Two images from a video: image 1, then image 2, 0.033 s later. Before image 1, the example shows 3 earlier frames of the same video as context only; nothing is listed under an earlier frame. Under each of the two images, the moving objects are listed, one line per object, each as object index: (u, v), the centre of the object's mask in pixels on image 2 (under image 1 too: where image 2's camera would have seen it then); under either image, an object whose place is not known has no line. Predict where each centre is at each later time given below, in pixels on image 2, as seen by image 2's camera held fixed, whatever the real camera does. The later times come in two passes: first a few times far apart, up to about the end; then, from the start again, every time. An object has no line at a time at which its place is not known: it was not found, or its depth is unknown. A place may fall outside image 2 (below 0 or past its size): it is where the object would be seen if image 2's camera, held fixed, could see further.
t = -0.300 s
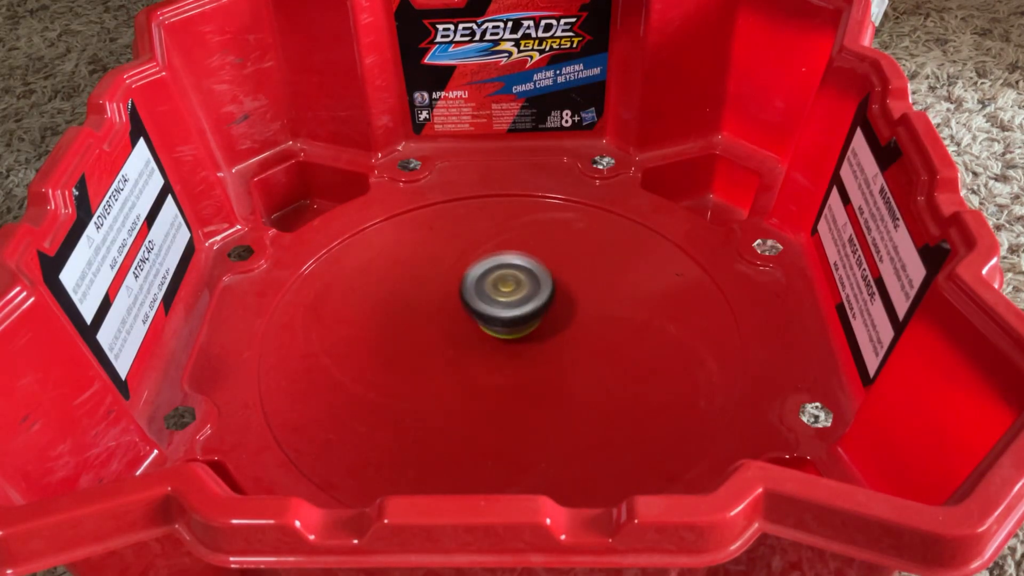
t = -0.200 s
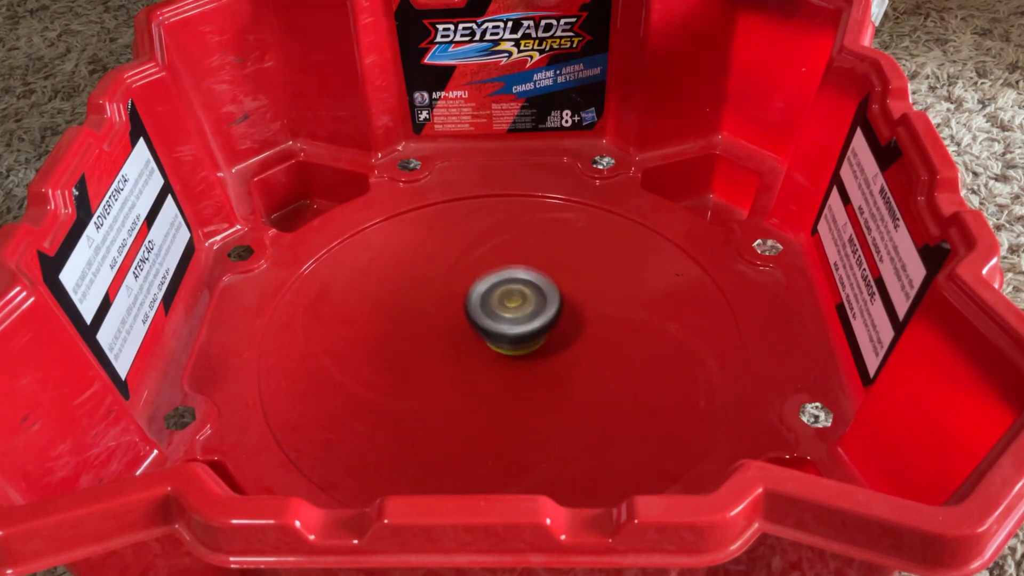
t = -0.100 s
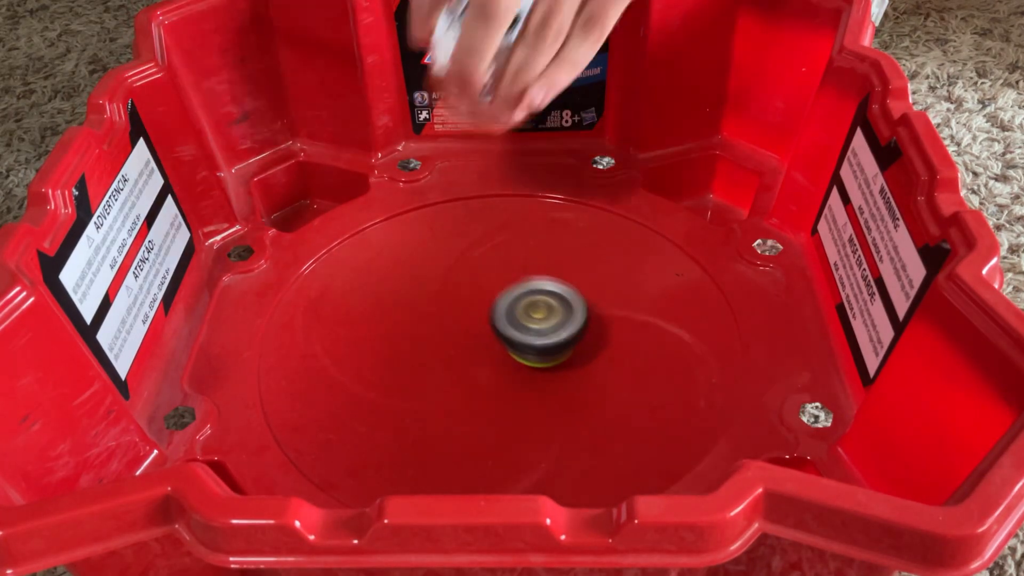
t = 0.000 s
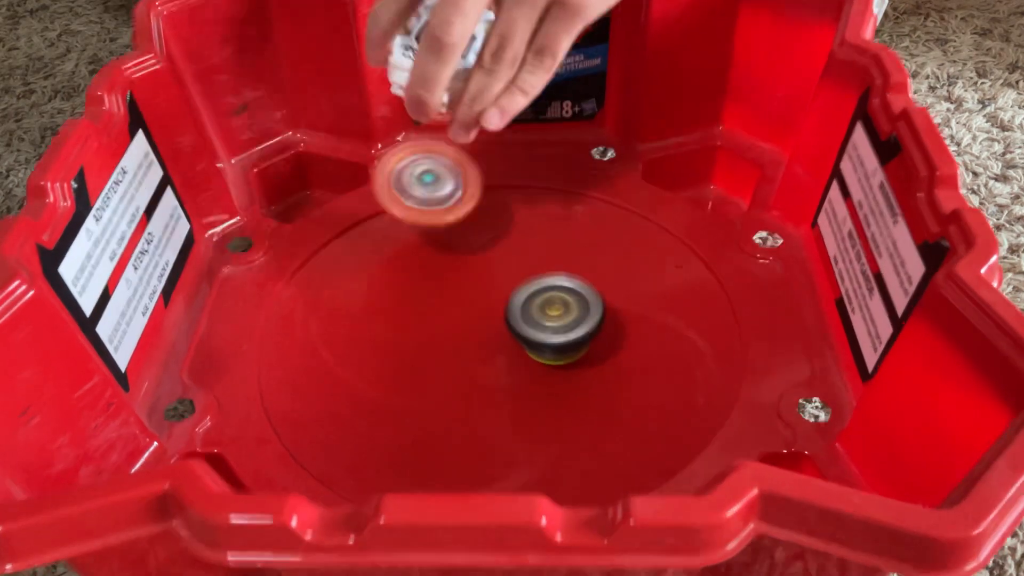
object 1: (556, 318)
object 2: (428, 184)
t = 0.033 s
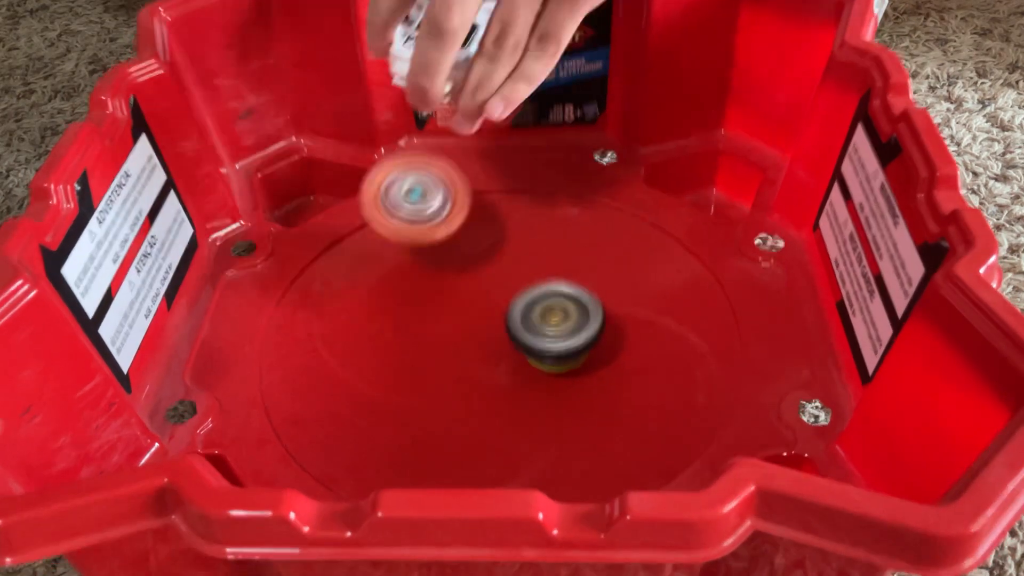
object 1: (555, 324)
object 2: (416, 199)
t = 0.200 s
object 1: (545, 317)
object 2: (431, 306)
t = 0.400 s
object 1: (650, 291)
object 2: (489, 349)
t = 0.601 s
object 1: (649, 234)
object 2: (604, 341)
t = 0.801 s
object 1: (567, 237)
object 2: (630, 293)
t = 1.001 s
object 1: (423, 217)
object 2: (691, 309)
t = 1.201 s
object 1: (356, 283)
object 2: (645, 299)
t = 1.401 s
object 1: (377, 364)
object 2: (539, 338)
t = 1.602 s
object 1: (326, 400)
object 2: (613, 382)
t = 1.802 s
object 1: (401, 417)
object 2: (674, 312)
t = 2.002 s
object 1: (469, 367)
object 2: (514, 272)
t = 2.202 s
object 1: (478, 341)
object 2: (367, 265)
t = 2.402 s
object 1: (464, 291)
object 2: (305, 343)
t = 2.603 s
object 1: (463, 259)
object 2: (447, 414)
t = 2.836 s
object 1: (468, 245)
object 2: (594, 302)
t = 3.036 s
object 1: (449, 248)
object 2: (577, 218)
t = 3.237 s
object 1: (460, 272)
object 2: (511, 182)
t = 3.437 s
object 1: (486, 361)
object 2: (438, 241)
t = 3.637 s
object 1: (558, 399)
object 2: (509, 312)
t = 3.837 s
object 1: (590, 403)
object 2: (609, 279)
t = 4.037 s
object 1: (555, 380)
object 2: (587, 225)
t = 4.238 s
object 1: (514, 356)
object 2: (491, 268)
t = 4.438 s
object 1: (404, 378)
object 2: (498, 265)
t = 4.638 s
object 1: (369, 336)
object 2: (478, 258)
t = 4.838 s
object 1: (378, 292)
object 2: (510, 299)
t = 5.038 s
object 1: (444, 266)
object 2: (592, 284)
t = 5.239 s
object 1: (481, 226)
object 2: (599, 264)
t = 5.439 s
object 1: (508, 212)
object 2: (632, 295)
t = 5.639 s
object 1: (568, 241)
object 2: (648, 311)
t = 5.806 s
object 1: (602, 263)
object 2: (611, 349)
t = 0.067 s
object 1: (552, 325)
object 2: (403, 232)
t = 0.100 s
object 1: (552, 323)
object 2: (403, 253)
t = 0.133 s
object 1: (548, 321)
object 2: (407, 273)
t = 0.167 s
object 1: (545, 319)
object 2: (417, 291)
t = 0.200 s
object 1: (545, 317)
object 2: (431, 306)
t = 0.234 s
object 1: (573, 315)
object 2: (425, 316)
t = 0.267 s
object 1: (599, 312)
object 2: (425, 325)
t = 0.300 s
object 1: (619, 308)
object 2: (432, 334)
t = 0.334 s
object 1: (634, 302)
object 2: (444, 341)
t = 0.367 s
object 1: (643, 297)
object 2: (464, 346)
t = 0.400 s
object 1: (650, 291)
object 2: (489, 349)
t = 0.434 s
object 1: (654, 285)
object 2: (517, 348)
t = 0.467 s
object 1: (652, 280)
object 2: (548, 344)
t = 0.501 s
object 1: (647, 275)
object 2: (577, 336)
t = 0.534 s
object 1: (650, 259)
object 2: (588, 336)
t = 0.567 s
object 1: (653, 245)
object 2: (596, 341)
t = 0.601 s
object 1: (649, 234)
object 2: (604, 341)
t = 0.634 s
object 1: (642, 228)
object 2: (610, 336)
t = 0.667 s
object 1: (632, 225)
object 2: (615, 330)
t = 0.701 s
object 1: (618, 224)
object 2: (619, 322)
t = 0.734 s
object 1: (603, 226)
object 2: (623, 313)
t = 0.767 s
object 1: (586, 230)
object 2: (626, 302)
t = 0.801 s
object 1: (567, 237)
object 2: (630, 293)
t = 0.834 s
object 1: (540, 225)
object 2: (646, 301)
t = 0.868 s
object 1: (512, 214)
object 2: (658, 306)
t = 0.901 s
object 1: (486, 208)
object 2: (667, 309)
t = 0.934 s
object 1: (462, 206)
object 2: (675, 309)
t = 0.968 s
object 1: (441, 210)
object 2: (682, 309)
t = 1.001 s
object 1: (423, 217)
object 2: (691, 309)
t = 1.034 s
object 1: (407, 225)
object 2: (693, 307)
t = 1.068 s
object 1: (393, 235)
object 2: (685, 306)
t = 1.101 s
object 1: (381, 246)
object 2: (675, 302)
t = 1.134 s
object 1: (371, 258)
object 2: (666, 300)
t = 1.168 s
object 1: (362, 271)
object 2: (657, 299)
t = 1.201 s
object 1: (356, 283)
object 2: (645, 299)
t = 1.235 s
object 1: (352, 297)
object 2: (629, 300)
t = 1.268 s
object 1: (350, 311)
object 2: (611, 304)
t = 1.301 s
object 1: (352, 325)
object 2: (592, 310)
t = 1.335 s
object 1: (358, 339)
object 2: (573, 318)
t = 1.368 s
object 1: (366, 352)
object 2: (555, 327)
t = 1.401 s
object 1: (377, 364)
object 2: (539, 338)
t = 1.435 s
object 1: (390, 373)
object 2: (523, 350)
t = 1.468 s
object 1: (392, 382)
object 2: (520, 361)
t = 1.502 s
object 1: (364, 387)
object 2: (545, 370)
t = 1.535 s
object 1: (344, 391)
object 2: (568, 378)
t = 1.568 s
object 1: (331, 396)
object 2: (590, 382)
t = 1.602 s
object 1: (326, 400)
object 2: (613, 382)
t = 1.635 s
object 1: (329, 405)
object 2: (636, 379)
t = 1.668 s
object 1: (337, 411)
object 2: (656, 371)
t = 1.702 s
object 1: (350, 415)
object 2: (670, 359)
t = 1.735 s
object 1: (366, 418)
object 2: (680, 345)
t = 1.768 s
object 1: (384, 419)
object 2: (682, 327)
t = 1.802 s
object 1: (401, 417)
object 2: (674, 312)
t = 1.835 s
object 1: (417, 412)
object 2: (658, 297)
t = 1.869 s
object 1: (432, 406)
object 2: (637, 286)
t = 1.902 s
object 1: (445, 397)
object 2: (607, 277)
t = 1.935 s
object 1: (455, 388)
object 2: (578, 272)
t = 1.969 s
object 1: (463, 377)
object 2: (546, 270)
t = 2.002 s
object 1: (469, 367)
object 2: (514, 272)
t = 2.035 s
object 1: (474, 357)
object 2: (482, 274)
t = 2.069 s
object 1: (475, 357)
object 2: (455, 269)
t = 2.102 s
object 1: (475, 357)
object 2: (430, 263)
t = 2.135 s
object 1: (476, 353)
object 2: (406, 260)
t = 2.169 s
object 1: (477, 348)
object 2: (386, 262)
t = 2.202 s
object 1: (478, 341)
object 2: (367, 265)
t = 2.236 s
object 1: (477, 332)
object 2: (350, 273)
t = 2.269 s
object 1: (473, 323)
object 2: (334, 283)
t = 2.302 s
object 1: (469, 314)
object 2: (320, 296)
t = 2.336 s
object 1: (467, 305)
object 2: (308, 310)
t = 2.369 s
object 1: (465, 298)
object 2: (304, 326)
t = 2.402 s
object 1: (464, 291)
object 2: (305, 343)
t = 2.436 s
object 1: (464, 285)
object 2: (311, 361)
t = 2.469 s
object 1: (463, 279)
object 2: (325, 379)
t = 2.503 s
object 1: (463, 273)
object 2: (346, 394)
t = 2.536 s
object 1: (463, 268)
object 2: (376, 406)
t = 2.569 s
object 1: (463, 263)
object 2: (411, 414)
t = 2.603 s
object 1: (463, 259)
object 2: (447, 414)
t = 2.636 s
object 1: (463, 255)
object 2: (484, 408)
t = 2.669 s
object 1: (463, 252)
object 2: (518, 397)
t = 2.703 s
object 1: (463, 249)
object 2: (546, 382)
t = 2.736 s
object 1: (464, 248)
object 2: (568, 363)
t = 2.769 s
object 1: (465, 246)
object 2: (583, 343)
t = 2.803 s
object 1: (467, 245)
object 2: (591, 323)
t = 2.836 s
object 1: (468, 245)
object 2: (594, 302)
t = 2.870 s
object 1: (470, 246)
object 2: (591, 282)
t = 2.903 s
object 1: (472, 246)
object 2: (584, 265)
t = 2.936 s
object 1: (474, 248)
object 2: (574, 248)
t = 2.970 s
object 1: (464, 247)
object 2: (577, 237)
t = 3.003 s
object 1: (456, 248)
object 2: (579, 227)
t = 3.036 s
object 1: (449, 248)
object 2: (577, 218)
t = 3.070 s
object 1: (444, 249)
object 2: (572, 208)
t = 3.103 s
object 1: (444, 253)
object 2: (563, 200)
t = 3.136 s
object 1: (446, 258)
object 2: (552, 193)
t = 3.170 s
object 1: (449, 262)
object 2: (538, 186)
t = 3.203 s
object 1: (454, 267)
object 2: (526, 181)
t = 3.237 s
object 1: (460, 272)
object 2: (511, 182)
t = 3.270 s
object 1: (466, 279)
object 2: (493, 191)
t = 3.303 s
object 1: (472, 289)
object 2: (475, 202)
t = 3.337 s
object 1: (474, 311)
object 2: (461, 207)
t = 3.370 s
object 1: (478, 326)
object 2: (449, 215)
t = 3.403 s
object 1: (481, 346)
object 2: (441, 226)
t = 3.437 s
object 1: (486, 361)
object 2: (438, 241)
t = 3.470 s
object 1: (493, 373)
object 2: (441, 258)
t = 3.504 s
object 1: (502, 381)
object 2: (448, 276)
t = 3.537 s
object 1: (515, 388)
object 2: (460, 292)
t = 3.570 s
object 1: (530, 392)
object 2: (476, 306)
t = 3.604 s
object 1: (543, 393)
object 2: (492, 312)
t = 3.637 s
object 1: (558, 399)
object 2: (509, 312)
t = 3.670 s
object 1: (573, 404)
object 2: (529, 313)
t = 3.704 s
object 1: (583, 406)
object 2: (551, 312)
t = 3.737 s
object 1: (588, 406)
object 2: (571, 307)
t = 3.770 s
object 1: (591, 406)
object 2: (586, 299)
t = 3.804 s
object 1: (591, 406)
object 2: (599, 290)
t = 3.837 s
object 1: (590, 403)
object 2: (609, 279)
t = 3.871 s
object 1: (586, 401)
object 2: (617, 268)
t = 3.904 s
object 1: (581, 398)
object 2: (618, 258)
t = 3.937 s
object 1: (575, 394)
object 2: (616, 248)
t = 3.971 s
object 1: (569, 389)
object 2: (610, 240)
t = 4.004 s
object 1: (563, 385)
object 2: (600, 231)
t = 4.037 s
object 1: (555, 380)
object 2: (587, 225)
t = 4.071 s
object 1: (549, 373)
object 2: (571, 223)
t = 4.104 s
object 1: (543, 368)
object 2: (553, 225)
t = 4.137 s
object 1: (536, 364)
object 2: (535, 232)
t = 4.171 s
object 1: (528, 361)
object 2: (519, 241)
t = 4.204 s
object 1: (521, 358)
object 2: (503, 255)
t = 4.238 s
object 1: (514, 356)
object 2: (491, 268)
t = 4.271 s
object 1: (505, 360)
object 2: (484, 278)
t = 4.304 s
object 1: (481, 369)
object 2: (485, 276)
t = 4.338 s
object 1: (456, 378)
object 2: (487, 278)
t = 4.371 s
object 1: (435, 381)
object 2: (493, 274)
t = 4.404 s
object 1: (418, 382)
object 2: (496, 270)
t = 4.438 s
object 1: (404, 378)
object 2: (498, 265)
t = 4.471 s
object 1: (394, 373)
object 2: (498, 261)
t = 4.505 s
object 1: (386, 367)
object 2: (496, 257)
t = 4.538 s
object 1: (379, 360)
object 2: (492, 254)
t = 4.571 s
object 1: (374, 353)
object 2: (488, 254)
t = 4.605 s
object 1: (371, 345)
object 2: (483, 255)
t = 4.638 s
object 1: (369, 336)
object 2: (478, 258)
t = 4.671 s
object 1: (367, 329)
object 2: (477, 265)
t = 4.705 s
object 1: (366, 321)
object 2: (476, 272)
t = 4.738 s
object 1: (366, 313)
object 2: (480, 280)
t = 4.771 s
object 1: (368, 305)
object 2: (486, 288)
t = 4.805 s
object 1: (372, 298)
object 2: (496, 295)
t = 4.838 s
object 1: (378, 292)
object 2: (510, 299)
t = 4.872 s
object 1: (386, 286)
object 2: (529, 302)
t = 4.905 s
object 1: (396, 281)
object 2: (546, 303)
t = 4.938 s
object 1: (407, 277)
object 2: (561, 302)
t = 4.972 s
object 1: (419, 273)
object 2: (574, 299)
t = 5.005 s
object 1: (432, 269)
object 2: (585, 292)
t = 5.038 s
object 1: (444, 266)
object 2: (592, 284)
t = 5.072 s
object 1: (456, 263)
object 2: (596, 276)
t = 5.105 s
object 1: (467, 259)
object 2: (598, 267)
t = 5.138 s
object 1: (479, 256)
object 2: (593, 260)
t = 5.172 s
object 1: (490, 252)
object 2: (584, 255)
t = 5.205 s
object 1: (490, 241)
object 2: (588, 257)
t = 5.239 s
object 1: (481, 226)
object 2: (599, 264)
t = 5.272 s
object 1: (478, 214)
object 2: (609, 270)
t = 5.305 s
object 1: (478, 209)
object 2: (613, 276)
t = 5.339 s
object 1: (482, 206)
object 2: (617, 281)
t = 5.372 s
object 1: (490, 205)
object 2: (621, 286)
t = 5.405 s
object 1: (499, 209)
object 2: (626, 291)
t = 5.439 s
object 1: (508, 212)
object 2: (632, 295)
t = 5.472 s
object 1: (518, 215)
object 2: (637, 299)
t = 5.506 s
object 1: (528, 219)
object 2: (641, 303)
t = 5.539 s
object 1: (538, 224)
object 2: (645, 306)
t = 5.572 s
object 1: (547, 229)
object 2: (648, 308)
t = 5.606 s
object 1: (558, 235)
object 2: (649, 310)
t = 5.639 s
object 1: (568, 241)
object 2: (648, 311)
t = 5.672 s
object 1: (576, 249)
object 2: (645, 313)
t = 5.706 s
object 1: (584, 254)
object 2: (639, 316)
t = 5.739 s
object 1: (591, 257)
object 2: (630, 322)
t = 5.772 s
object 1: (598, 258)
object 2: (621, 336)
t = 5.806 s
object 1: (602, 263)
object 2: (611, 349)
